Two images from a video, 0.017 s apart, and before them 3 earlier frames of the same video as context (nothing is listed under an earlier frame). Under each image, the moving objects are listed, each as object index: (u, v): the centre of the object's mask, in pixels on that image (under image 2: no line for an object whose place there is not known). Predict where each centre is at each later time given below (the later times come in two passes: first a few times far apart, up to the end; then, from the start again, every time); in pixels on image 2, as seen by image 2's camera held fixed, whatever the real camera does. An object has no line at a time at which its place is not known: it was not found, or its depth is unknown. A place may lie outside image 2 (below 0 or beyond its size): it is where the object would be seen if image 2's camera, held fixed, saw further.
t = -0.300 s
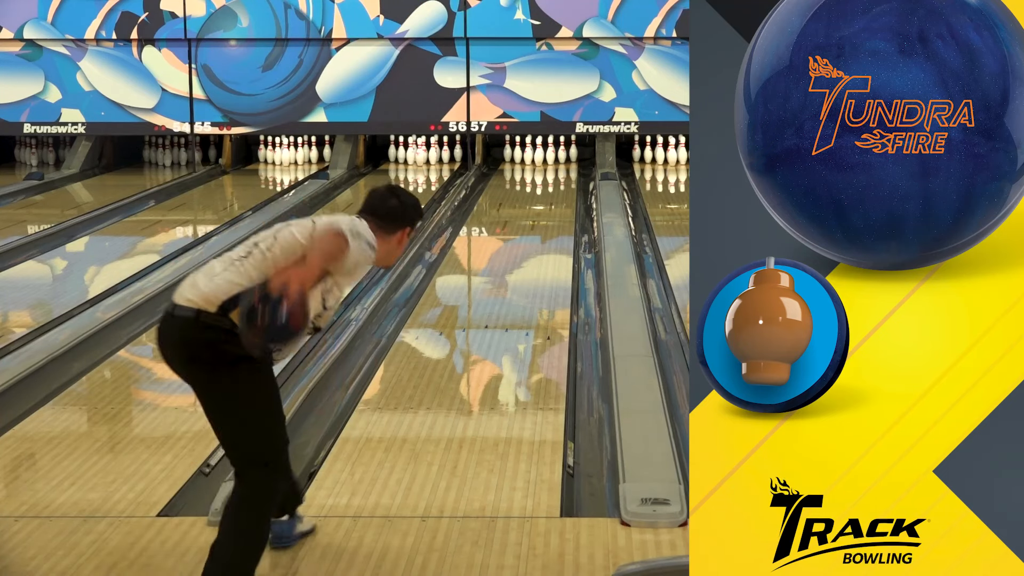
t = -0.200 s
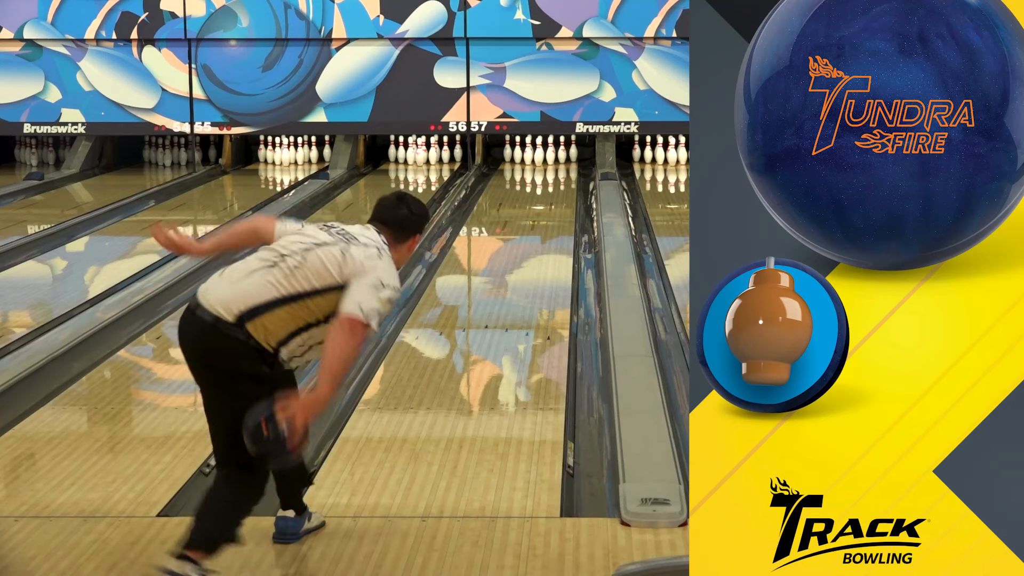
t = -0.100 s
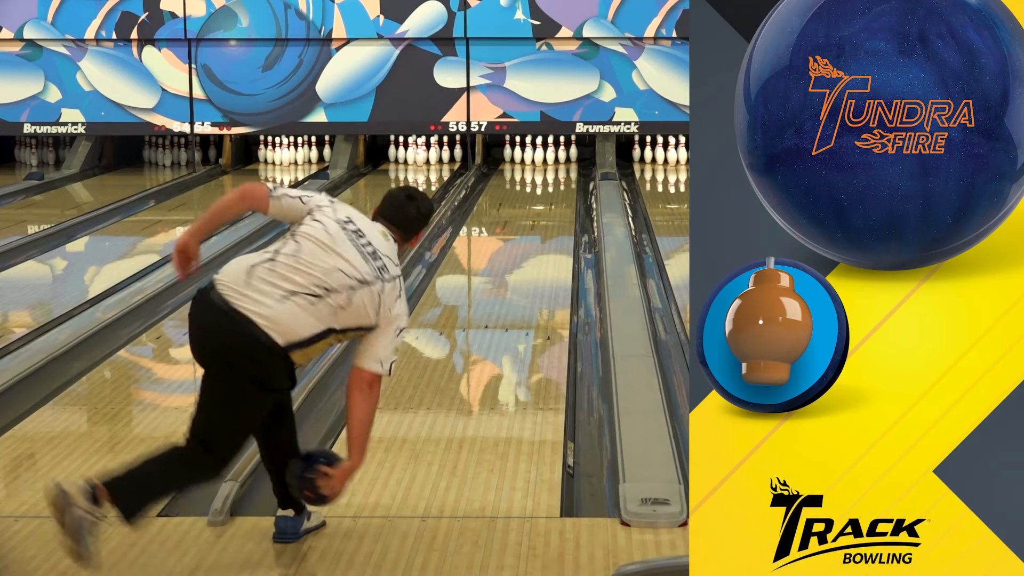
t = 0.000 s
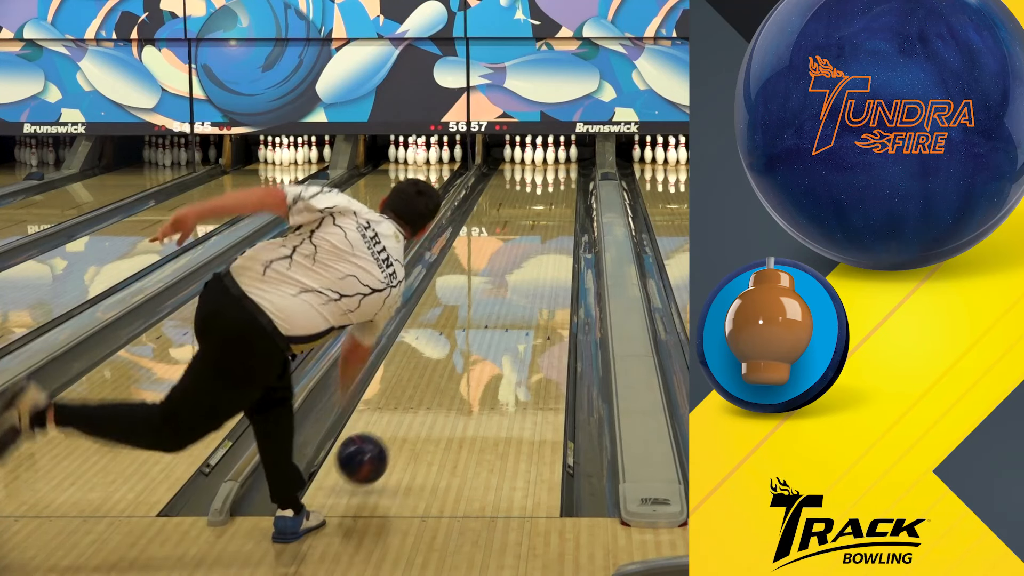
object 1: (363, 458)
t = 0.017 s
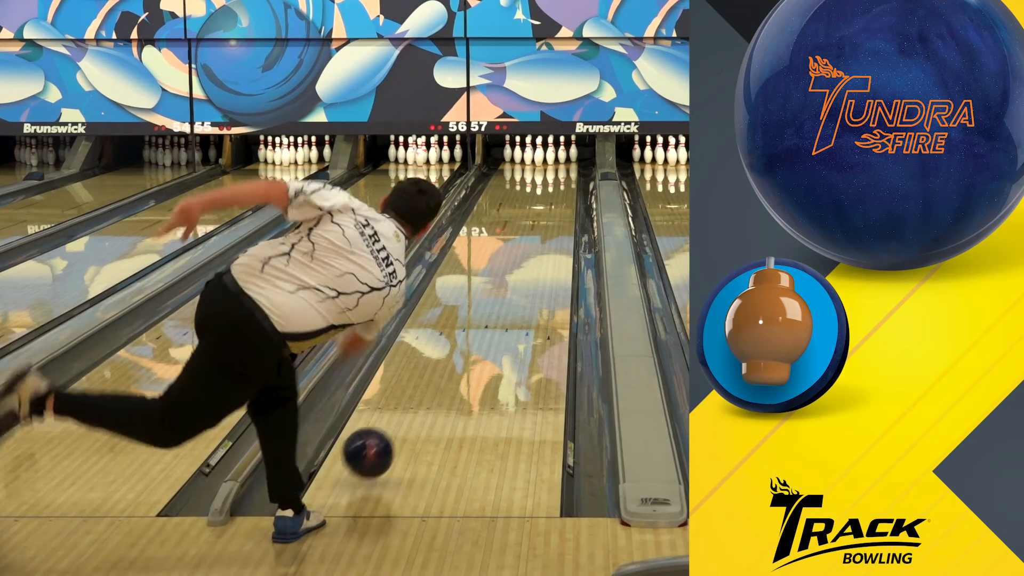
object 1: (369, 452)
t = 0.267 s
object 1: (438, 370)
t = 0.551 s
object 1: (487, 304)
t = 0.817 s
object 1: (517, 262)
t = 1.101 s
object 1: (540, 229)
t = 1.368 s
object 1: (555, 205)
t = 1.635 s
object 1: (563, 186)
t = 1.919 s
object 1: (561, 172)
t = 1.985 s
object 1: (559, 169)
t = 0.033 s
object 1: (374, 447)
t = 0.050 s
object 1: (380, 443)
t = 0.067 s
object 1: (385, 439)
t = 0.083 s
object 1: (390, 432)
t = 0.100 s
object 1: (395, 425)
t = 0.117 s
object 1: (400, 419)
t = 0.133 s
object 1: (405, 413)
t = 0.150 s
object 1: (409, 407)
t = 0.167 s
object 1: (414, 401)
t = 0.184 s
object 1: (418, 395)
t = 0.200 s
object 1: (422, 390)
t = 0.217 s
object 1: (426, 384)
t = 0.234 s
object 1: (430, 379)
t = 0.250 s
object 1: (434, 374)
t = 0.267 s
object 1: (438, 370)
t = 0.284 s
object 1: (441, 365)
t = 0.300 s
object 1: (445, 360)
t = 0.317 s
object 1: (448, 356)
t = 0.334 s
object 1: (451, 351)
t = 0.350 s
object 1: (454, 347)
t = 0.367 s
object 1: (457, 343)
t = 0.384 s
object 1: (460, 339)
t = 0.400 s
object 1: (463, 335)
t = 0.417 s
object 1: (466, 331)
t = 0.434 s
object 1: (469, 327)
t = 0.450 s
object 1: (472, 324)
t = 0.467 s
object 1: (474, 320)
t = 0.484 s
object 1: (477, 317)
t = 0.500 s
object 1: (479, 314)
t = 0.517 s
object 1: (482, 311)
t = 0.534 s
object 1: (484, 307)
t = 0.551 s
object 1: (487, 304)
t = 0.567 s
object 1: (489, 301)
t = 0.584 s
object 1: (491, 299)
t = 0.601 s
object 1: (493, 295)
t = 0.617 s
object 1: (495, 292)
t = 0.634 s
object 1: (497, 290)
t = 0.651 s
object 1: (499, 287)
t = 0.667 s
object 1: (501, 284)
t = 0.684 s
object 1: (503, 282)
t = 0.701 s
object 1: (505, 279)
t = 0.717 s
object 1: (507, 277)
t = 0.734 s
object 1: (508, 274)
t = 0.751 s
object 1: (510, 271)
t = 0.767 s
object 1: (512, 269)
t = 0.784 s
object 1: (514, 267)
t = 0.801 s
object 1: (516, 264)
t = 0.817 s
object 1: (517, 262)
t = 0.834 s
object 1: (519, 260)
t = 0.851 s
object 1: (520, 258)
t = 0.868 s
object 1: (521, 256)
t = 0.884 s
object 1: (523, 253)
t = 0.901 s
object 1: (525, 252)
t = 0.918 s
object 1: (526, 250)
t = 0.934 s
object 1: (527, 248)
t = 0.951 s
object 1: (529, 246)
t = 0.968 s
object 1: (530, 244)
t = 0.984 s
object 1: (532, 242)
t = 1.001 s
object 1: (533, 240)
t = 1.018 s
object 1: (534, 238)
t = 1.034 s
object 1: (535, 236)
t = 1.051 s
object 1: (536, 234)
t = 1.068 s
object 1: (537, 233)
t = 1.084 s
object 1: (539, 231)
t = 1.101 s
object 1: (540, 229)
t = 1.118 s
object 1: (541, 227)
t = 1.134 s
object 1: (542, 226)
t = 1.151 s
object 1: (543, 224)
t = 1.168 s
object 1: (544, 222)
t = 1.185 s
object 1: (545, 221)
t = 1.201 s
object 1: (546, 219)
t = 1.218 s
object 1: (547, 218)
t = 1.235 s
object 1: (548, 216)
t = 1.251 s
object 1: (549, 215)
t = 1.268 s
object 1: (550, 213)
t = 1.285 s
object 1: (551, 212)
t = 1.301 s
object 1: (552, 211)
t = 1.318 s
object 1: (553, 209)
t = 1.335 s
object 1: (553, 208)
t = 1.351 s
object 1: (554, 207)
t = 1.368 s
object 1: (555, 205)
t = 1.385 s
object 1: (556, 204)
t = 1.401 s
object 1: (556, 203)
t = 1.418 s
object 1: (557, 201)
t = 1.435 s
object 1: (558, 200)
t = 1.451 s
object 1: (558, 199)
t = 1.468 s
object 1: (559, 198)
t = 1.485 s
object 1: (559, 197)
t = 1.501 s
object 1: (560, 195)
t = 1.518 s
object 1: (560, 194)
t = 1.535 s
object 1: (561, 193)
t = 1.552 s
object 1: (562, 192)
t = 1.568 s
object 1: (562, 191)
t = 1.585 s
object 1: (562, 190)
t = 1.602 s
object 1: (562, 189)
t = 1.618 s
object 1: (563, 188)
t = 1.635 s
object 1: (563, 186)
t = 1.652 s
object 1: (563, 185)
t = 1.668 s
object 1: (563, 184)
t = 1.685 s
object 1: (563, 184)
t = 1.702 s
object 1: (564, 183)
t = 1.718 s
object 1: (564, 182)
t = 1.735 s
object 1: (564, 181)
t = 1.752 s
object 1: (563, 180)
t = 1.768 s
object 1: (563, 179)
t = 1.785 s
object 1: (564, 178)
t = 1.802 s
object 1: (563, 177)
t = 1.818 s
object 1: (563, 176)
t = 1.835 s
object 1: (563, 175)
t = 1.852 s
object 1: (562, 175)
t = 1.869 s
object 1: (562, 173)
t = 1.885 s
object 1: (562, 173)
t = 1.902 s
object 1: (562, 172)
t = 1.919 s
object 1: (561, 172)
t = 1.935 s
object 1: (561, 171)
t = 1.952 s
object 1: (560, 170)
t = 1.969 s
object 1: (560, 170)
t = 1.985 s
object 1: (559, 169)
